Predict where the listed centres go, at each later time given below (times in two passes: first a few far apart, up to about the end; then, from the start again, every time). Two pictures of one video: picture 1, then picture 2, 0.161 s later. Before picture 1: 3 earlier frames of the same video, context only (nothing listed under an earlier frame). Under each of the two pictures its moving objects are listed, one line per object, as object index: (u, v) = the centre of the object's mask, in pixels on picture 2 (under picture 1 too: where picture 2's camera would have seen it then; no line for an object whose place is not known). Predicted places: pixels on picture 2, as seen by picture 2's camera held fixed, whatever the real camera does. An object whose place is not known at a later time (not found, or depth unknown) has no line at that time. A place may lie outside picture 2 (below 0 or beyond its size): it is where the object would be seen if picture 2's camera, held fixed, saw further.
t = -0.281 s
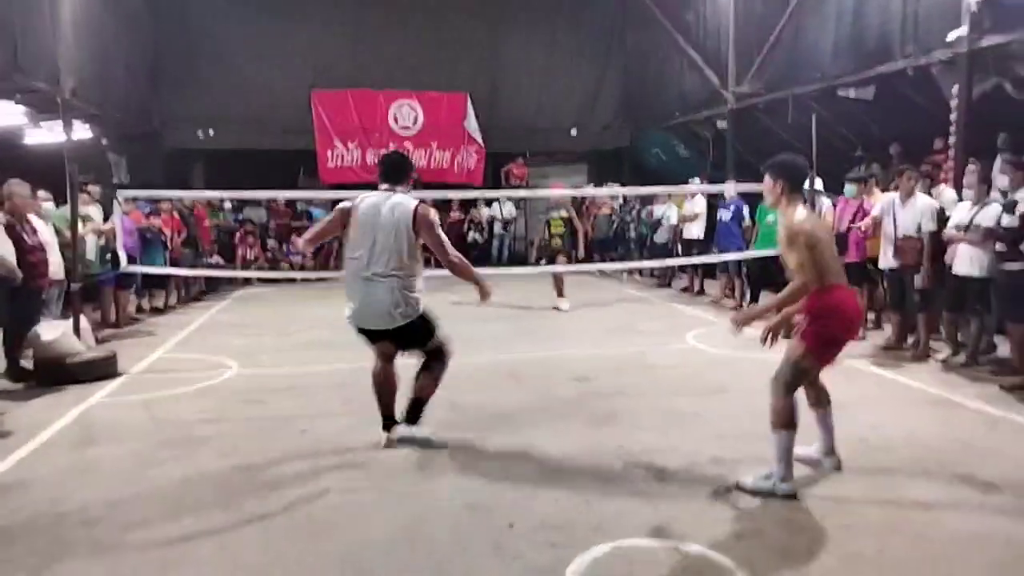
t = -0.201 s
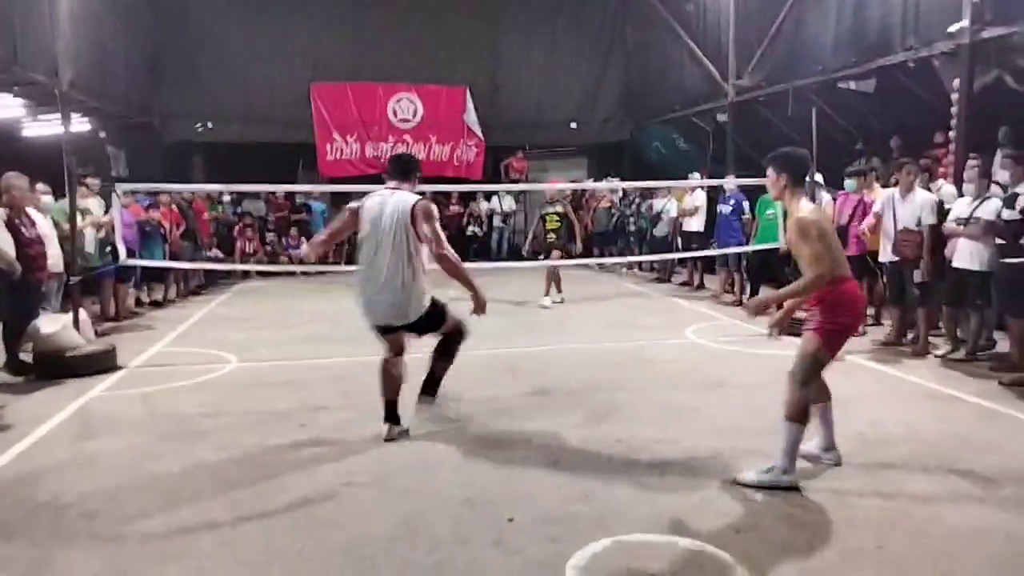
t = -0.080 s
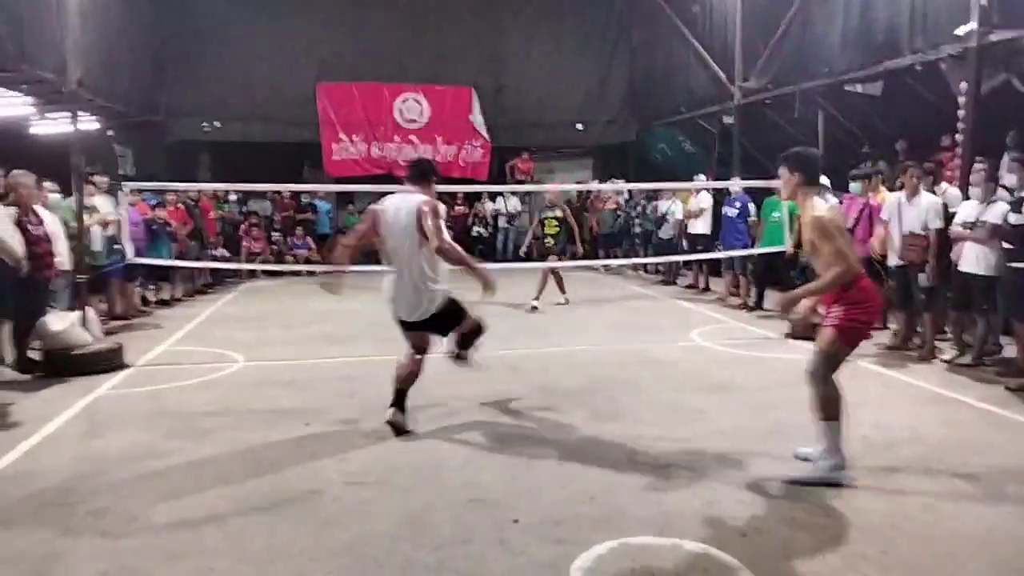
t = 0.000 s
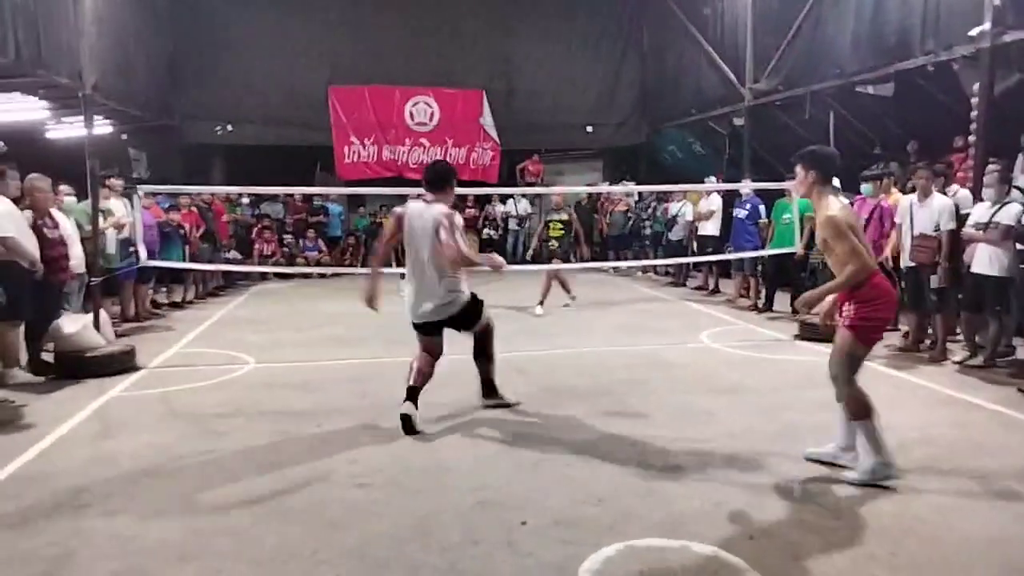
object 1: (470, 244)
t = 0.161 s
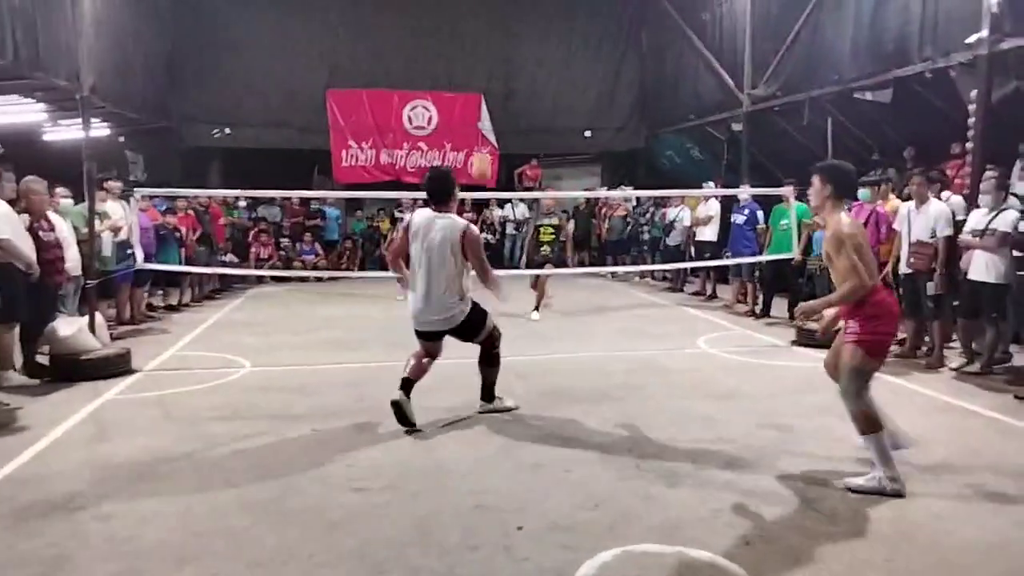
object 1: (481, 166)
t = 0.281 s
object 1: (494, 122)
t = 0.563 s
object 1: (521, 102)
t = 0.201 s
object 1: (483, 154)
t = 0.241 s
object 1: (490, 133)
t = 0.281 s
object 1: (494, 122)
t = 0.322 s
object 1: (498, 113)
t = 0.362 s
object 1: (501, 105)
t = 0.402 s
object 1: (505, 100)
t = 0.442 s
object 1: (509, 97)
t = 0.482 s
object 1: (513, 97)
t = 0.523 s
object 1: (516, 99)
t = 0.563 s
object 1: (521, 102)
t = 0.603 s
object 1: (525, 109)
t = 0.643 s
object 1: (528, 117)
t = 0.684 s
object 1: (531, 129)
